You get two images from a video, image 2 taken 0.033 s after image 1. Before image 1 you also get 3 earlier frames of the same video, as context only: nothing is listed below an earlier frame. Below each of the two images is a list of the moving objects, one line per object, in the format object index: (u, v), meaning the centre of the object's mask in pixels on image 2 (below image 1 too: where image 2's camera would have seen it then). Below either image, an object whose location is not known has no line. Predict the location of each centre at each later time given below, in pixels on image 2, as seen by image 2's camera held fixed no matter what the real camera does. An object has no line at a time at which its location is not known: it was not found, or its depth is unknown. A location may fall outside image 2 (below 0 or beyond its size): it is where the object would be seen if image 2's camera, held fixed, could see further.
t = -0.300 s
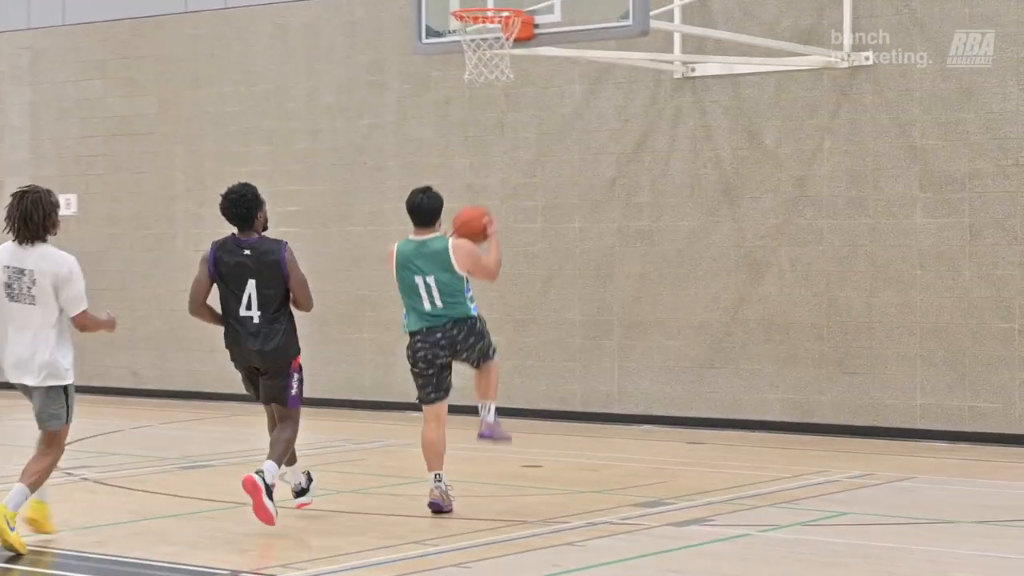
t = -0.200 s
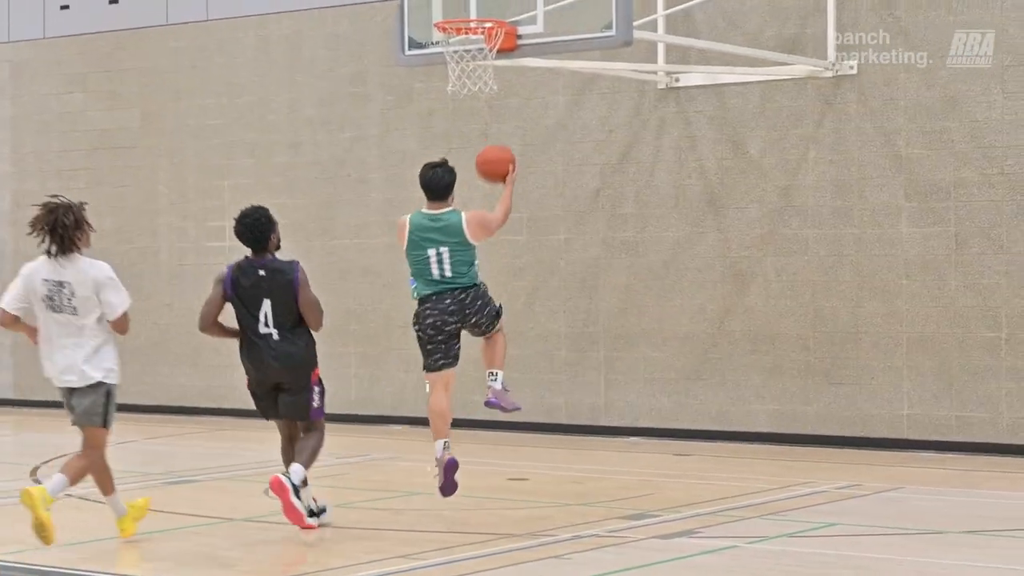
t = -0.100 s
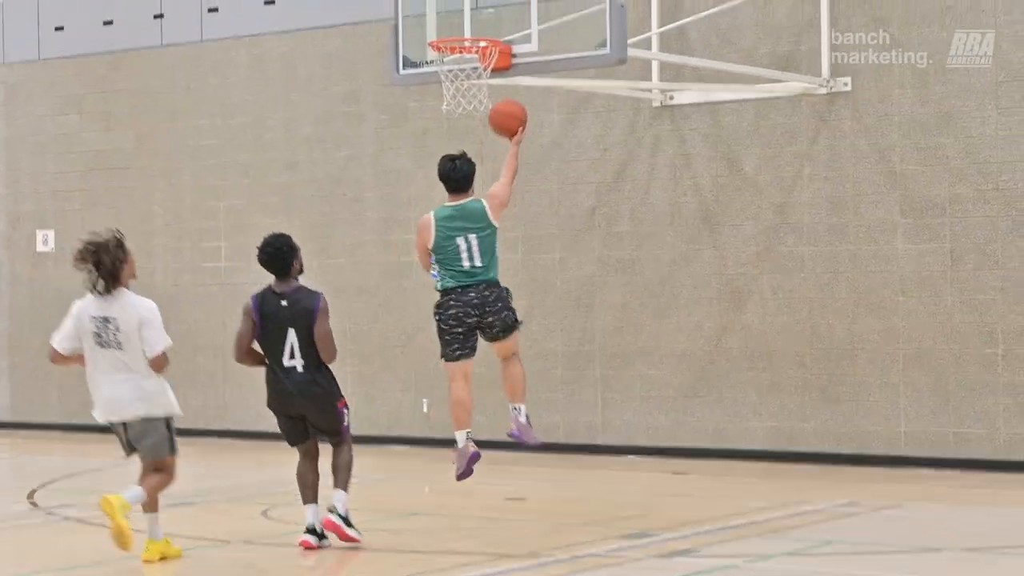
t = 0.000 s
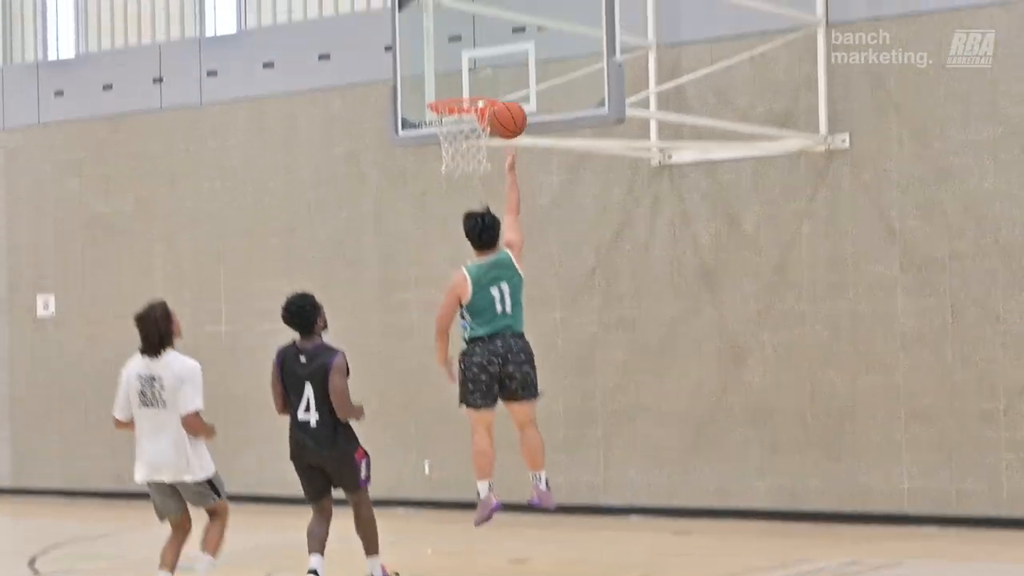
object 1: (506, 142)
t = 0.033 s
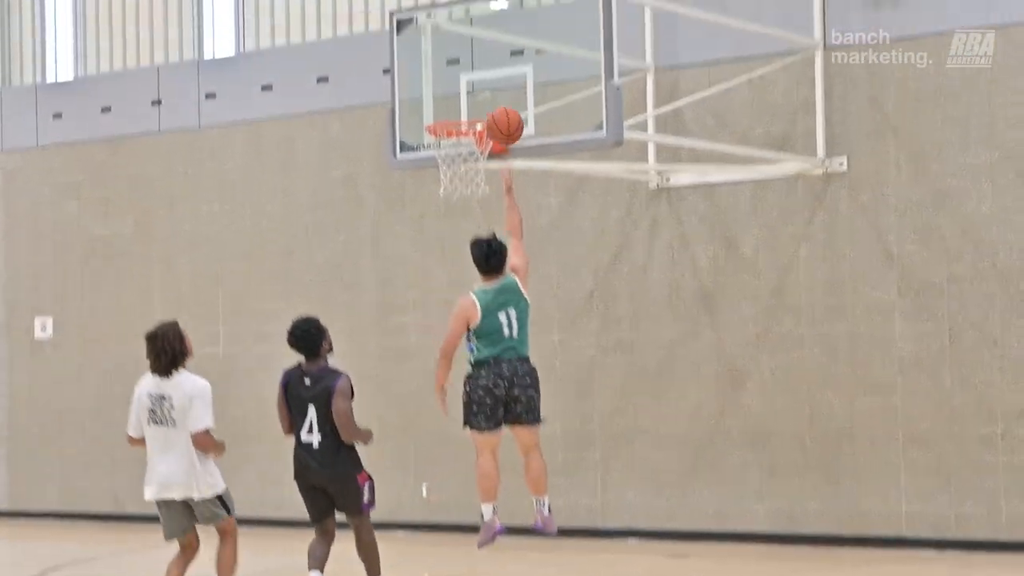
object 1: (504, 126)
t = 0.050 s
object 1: (504, 119)
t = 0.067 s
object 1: (502, 111)
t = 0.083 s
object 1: (501, 105)
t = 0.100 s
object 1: (500, 99)
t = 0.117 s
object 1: (500, 94)
